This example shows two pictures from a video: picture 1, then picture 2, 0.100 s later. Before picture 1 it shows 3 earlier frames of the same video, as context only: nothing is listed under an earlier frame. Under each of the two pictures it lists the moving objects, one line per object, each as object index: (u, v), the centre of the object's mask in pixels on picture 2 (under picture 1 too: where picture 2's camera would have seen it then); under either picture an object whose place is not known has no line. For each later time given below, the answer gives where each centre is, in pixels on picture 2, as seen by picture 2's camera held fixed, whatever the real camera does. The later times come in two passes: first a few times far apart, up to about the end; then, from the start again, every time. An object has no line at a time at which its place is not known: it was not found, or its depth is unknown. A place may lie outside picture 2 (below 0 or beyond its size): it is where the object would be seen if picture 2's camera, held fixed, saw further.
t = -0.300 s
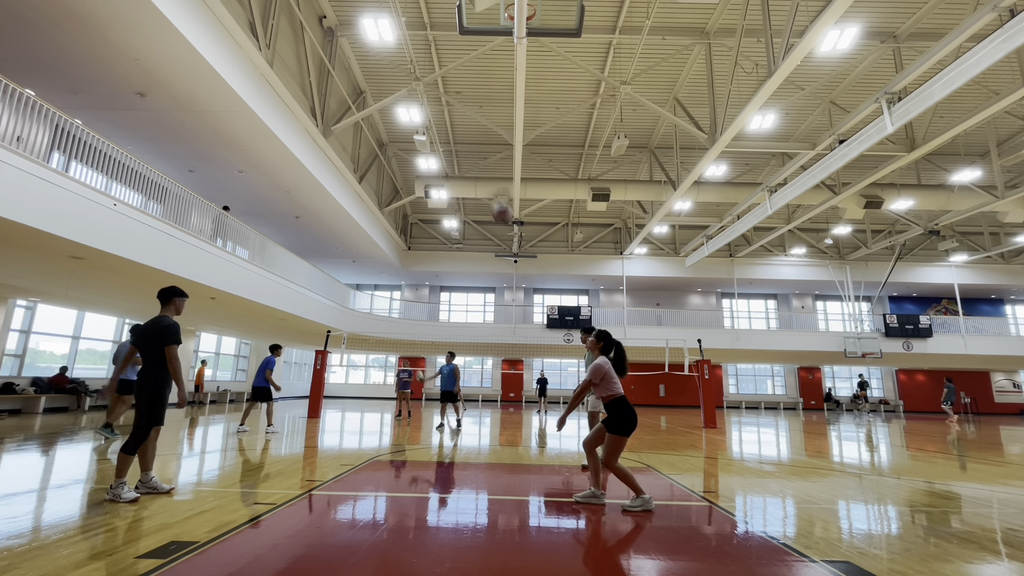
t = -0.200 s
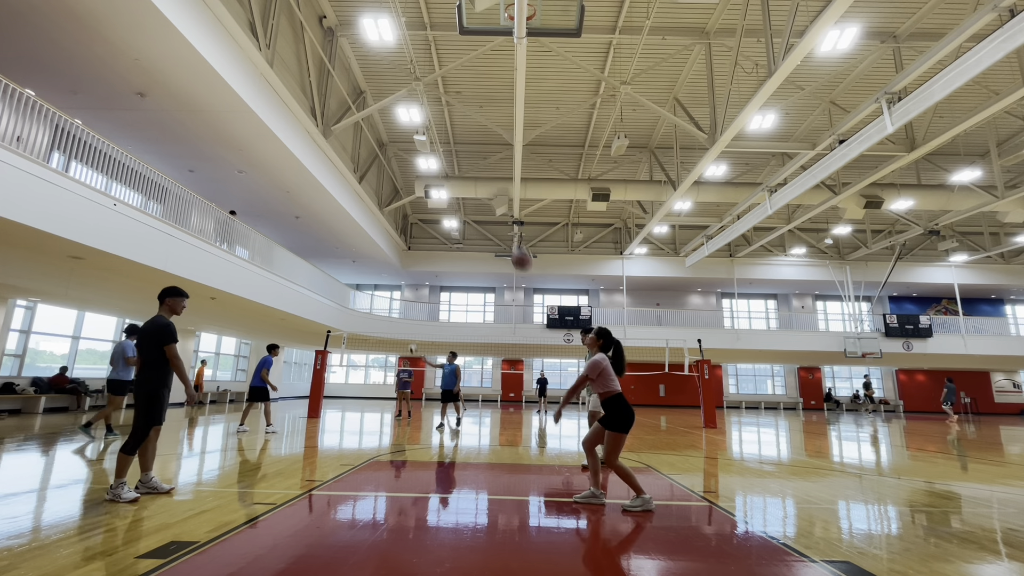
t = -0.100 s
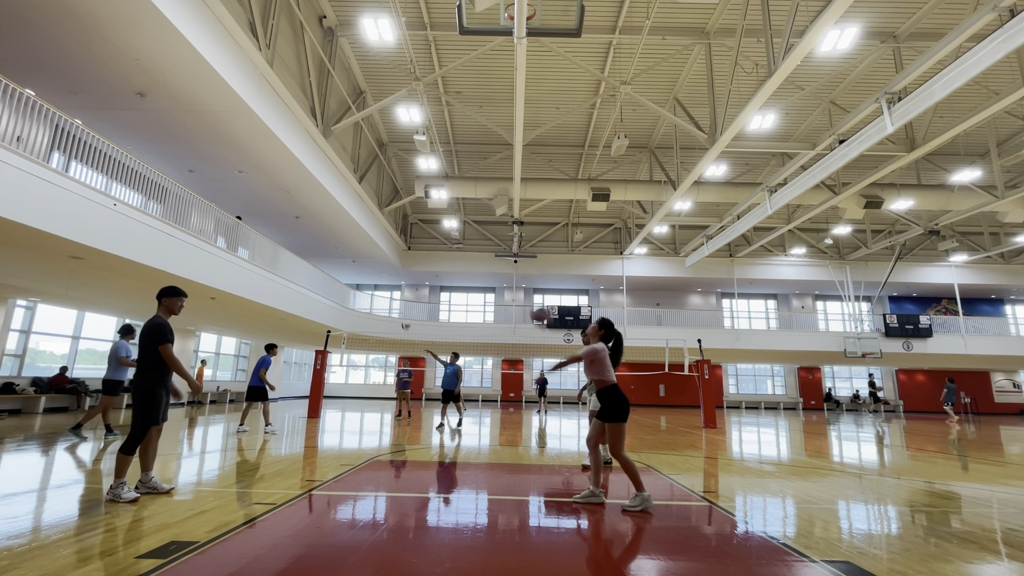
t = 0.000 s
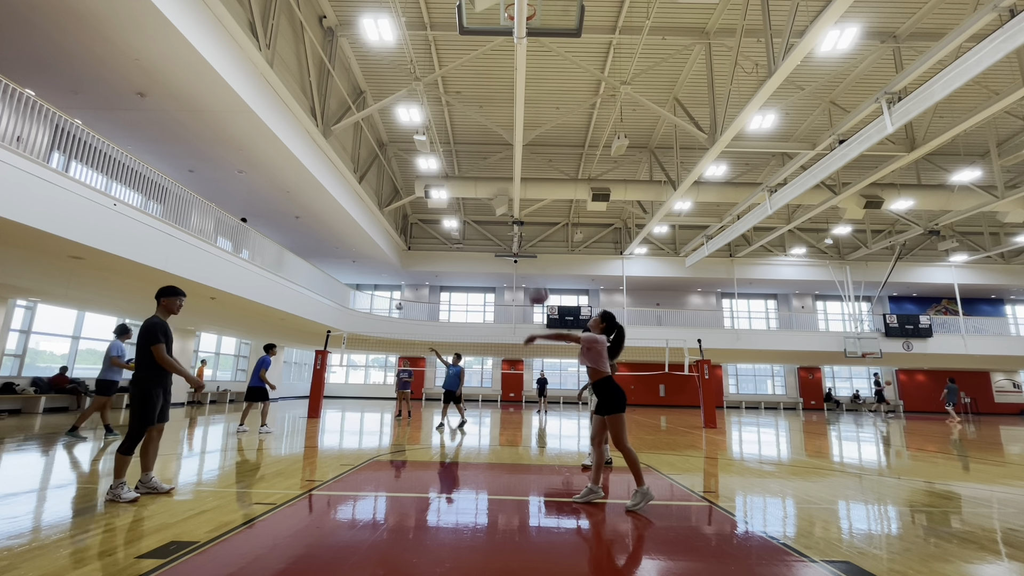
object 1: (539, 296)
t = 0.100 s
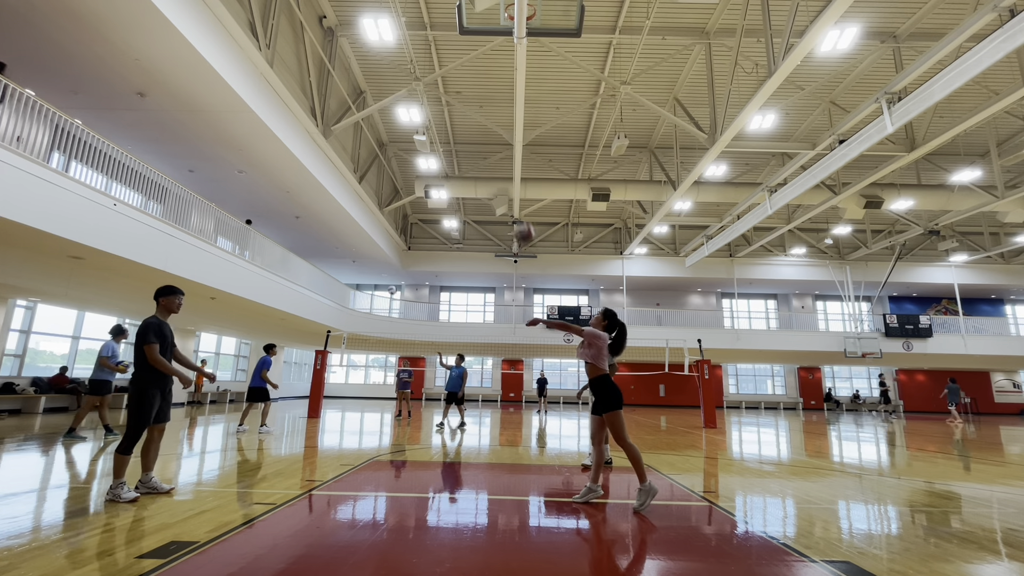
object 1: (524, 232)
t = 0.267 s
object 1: (500, 155)
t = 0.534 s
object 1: (463, 91)
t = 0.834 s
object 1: (422, 90)
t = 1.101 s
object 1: (383, 150)
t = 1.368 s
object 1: (337, 275)
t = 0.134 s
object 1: (519, 215)
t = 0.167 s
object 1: (514, 199)
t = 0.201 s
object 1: (509, 183)
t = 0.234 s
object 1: (504, 168)
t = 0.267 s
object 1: (500, 155)
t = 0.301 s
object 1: (495, 144)
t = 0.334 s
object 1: (490, 133)
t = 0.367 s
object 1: (486, 124)
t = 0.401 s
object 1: (481, 115)
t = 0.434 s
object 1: (477, 108)
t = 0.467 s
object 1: (473, 101)
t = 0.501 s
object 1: (468, 95)
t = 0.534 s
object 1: (463, 91)
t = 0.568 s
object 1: (459, 87)
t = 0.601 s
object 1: (454, 84)
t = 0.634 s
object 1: (449, 83)
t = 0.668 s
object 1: (445, 82)
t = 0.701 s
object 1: (441, 82)
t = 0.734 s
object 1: (436, 82)
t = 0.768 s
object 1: (431, 83)
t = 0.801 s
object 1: (427, 87)
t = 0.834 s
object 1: (422, 90)
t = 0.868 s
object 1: (417, 94)
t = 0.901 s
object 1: (413, 98)
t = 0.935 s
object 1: (407, 103)
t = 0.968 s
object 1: (401, 112)
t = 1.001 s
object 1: (397, 122)
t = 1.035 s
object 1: (393, 130)
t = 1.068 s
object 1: (388, 139)
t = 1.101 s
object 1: (383, 150)
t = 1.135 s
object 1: (377, 161)
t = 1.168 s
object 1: (372, 175)
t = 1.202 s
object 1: (366, 189)
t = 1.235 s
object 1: (360, 204)
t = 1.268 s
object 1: (355, 220)
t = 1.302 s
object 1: (349, 238)
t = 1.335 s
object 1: (343, 255)
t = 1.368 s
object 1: (337, 275)
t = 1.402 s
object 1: (330, 295)
